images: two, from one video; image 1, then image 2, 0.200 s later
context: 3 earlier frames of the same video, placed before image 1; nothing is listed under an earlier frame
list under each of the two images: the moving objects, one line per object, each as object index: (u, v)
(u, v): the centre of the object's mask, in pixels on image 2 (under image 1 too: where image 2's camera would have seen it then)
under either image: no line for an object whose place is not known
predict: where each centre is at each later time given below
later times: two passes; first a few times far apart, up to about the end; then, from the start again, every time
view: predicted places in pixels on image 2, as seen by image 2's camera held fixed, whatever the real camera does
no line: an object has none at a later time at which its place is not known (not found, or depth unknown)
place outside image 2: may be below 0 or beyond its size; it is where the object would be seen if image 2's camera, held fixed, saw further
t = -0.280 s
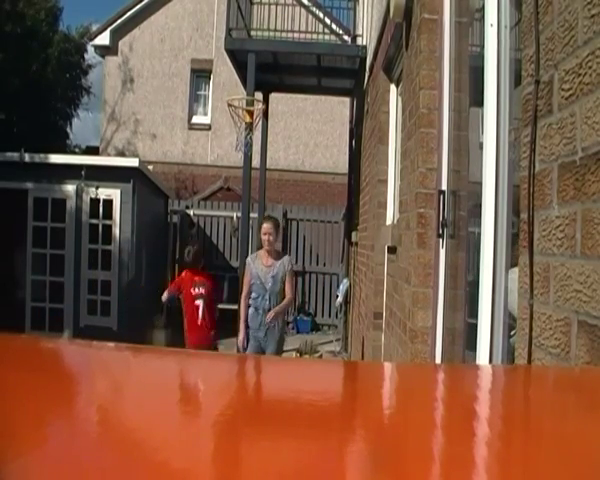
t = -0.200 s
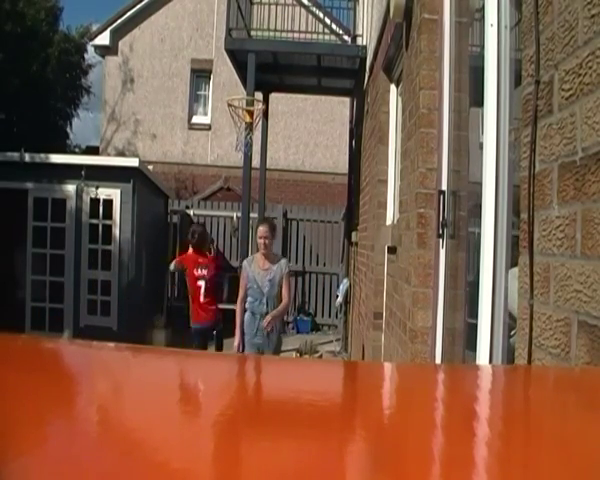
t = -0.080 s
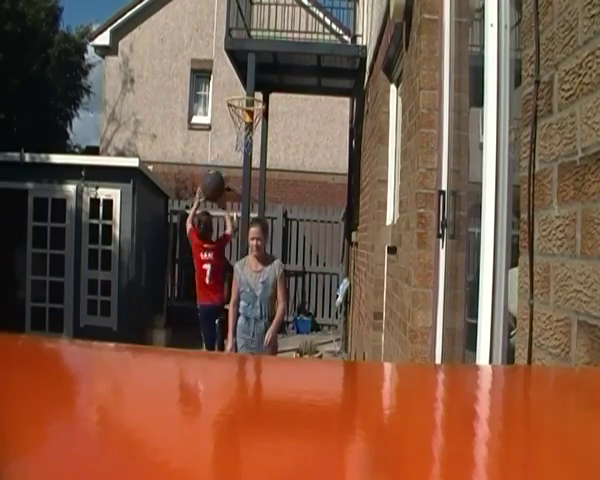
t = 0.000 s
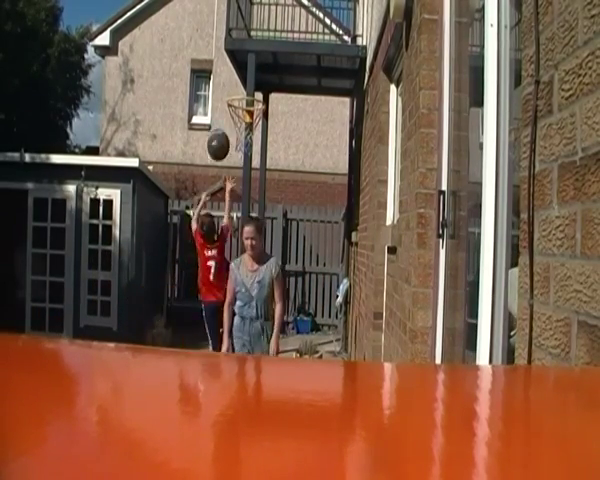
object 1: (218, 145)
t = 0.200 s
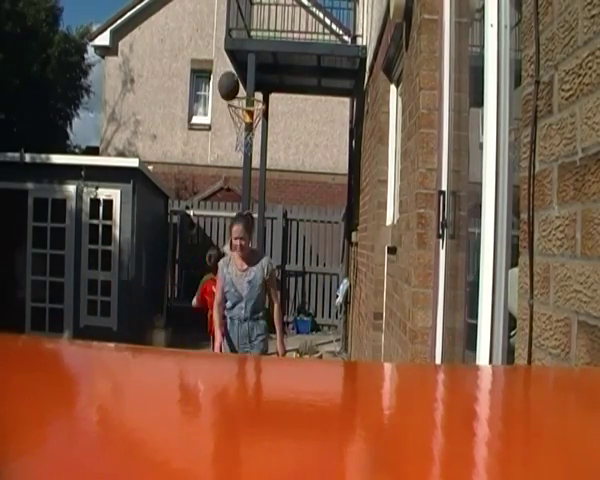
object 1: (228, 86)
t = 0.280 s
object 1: (232, 76)
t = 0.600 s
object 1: (245, 85)
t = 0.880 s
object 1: (253, 89)
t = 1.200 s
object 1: (238, 148)
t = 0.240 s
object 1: (230, 80)
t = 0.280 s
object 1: (232, 76)
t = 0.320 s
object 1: (233, 75)
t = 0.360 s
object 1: (235, 75)
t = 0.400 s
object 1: (236, 77)
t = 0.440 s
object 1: (237, 81)
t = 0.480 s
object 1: (238, 85)
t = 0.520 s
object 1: (239, 89)
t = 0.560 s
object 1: (242, 87)
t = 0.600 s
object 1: (245, 85)
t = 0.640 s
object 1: (247, 84)
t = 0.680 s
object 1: (251, 85)
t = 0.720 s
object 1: (253, 86)
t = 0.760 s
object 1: (256, 88)
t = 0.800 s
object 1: (256, 90)
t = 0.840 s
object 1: (255, 89)
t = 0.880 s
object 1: (253, 89)
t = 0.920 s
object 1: (251, 94)
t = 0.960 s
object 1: (249, 99)
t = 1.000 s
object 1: (247, 105)
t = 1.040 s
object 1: (244, 114)
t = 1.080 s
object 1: (242, 122)
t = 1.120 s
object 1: (240, 131)
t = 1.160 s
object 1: (239, 139)
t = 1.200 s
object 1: (238, 148)
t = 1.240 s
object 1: (235, 161)
